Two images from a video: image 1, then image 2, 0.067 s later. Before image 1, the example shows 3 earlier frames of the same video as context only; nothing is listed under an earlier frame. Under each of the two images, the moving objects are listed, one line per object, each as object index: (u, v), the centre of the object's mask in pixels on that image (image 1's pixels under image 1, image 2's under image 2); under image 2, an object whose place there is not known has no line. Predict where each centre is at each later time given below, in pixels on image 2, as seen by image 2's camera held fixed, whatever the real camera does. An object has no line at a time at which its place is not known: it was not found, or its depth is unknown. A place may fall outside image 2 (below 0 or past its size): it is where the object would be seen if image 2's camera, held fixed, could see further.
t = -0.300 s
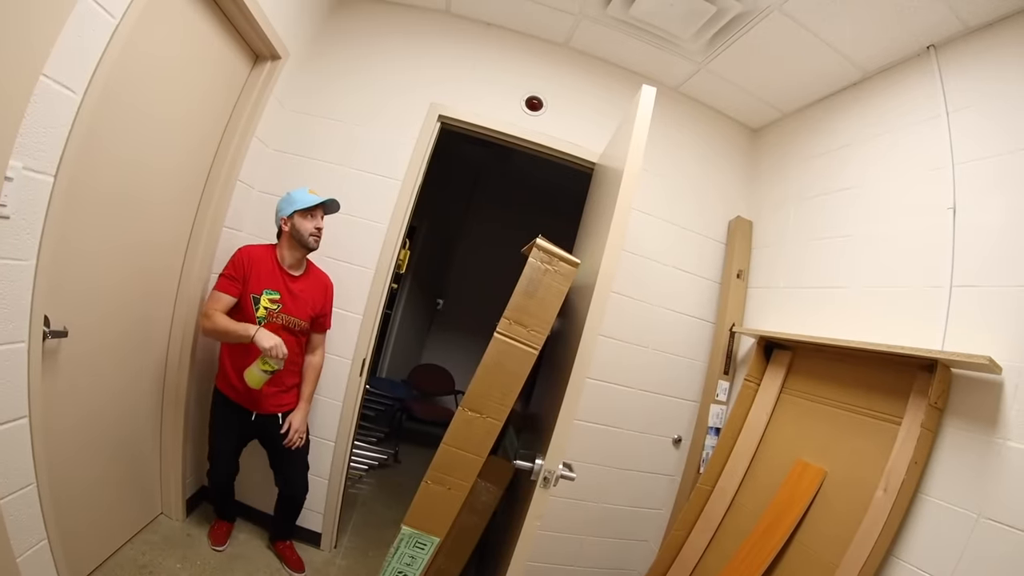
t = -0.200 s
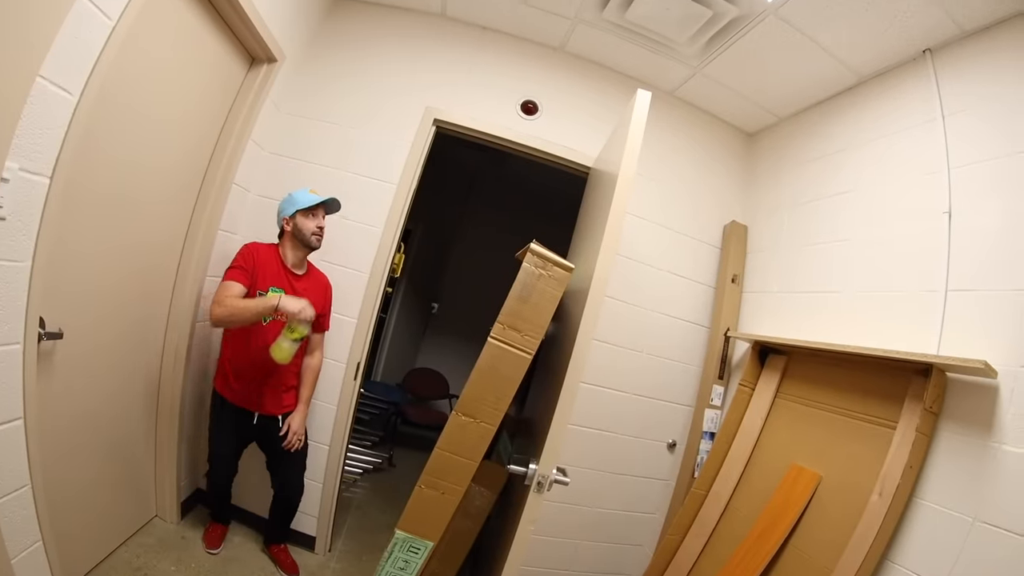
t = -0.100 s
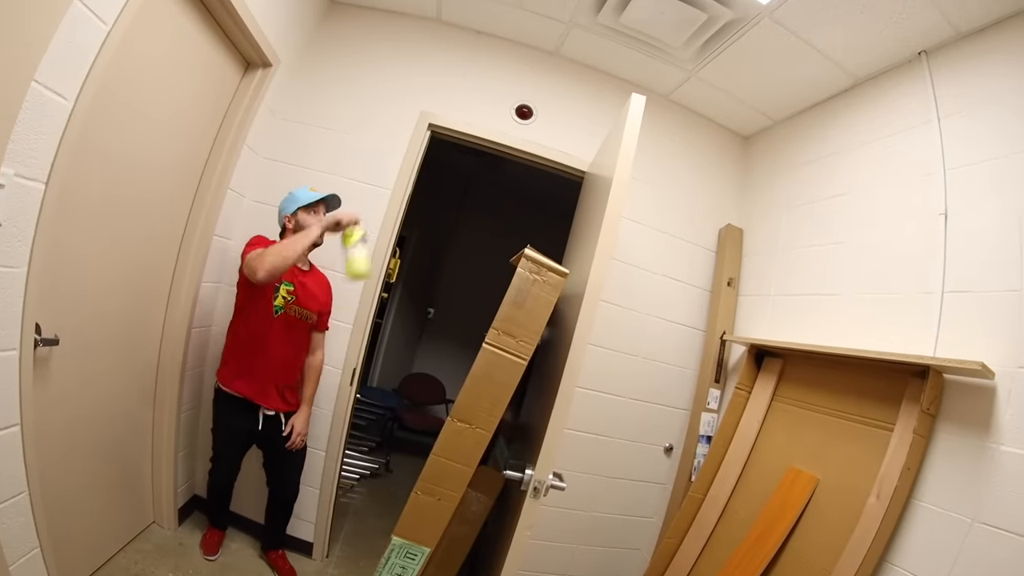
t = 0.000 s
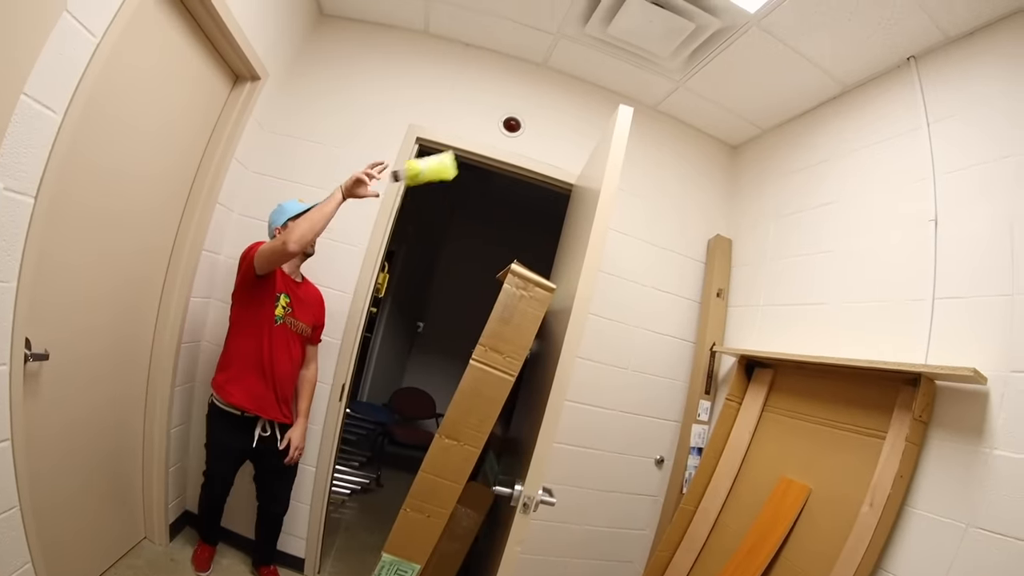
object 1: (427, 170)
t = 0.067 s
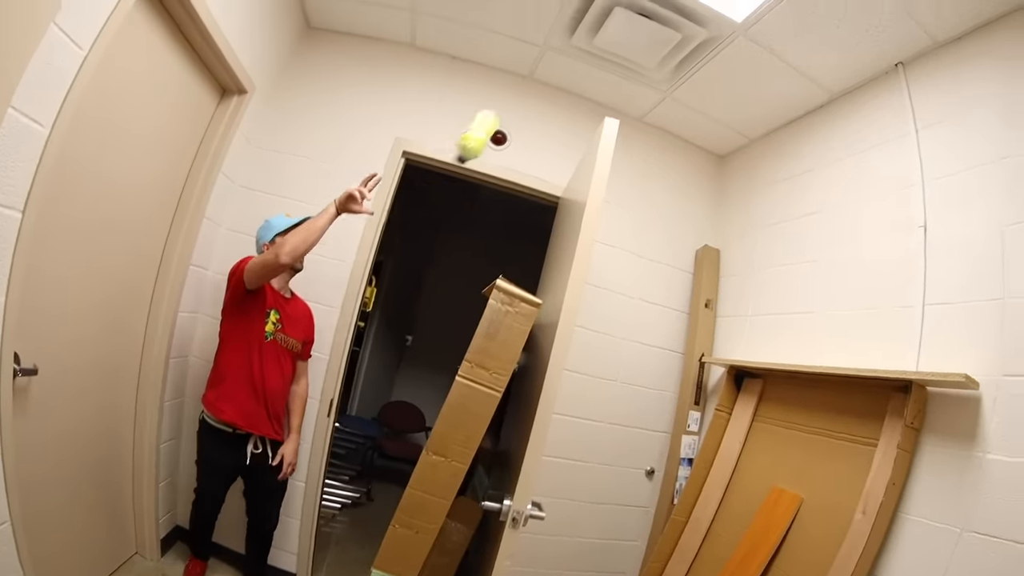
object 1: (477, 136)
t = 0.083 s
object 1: (492, 126)
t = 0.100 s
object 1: (507, 116)
